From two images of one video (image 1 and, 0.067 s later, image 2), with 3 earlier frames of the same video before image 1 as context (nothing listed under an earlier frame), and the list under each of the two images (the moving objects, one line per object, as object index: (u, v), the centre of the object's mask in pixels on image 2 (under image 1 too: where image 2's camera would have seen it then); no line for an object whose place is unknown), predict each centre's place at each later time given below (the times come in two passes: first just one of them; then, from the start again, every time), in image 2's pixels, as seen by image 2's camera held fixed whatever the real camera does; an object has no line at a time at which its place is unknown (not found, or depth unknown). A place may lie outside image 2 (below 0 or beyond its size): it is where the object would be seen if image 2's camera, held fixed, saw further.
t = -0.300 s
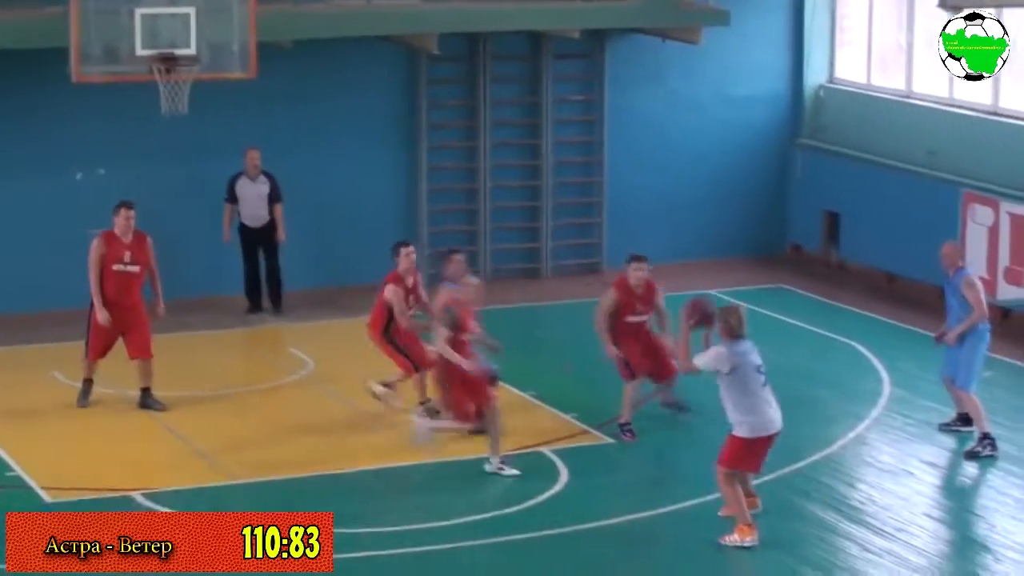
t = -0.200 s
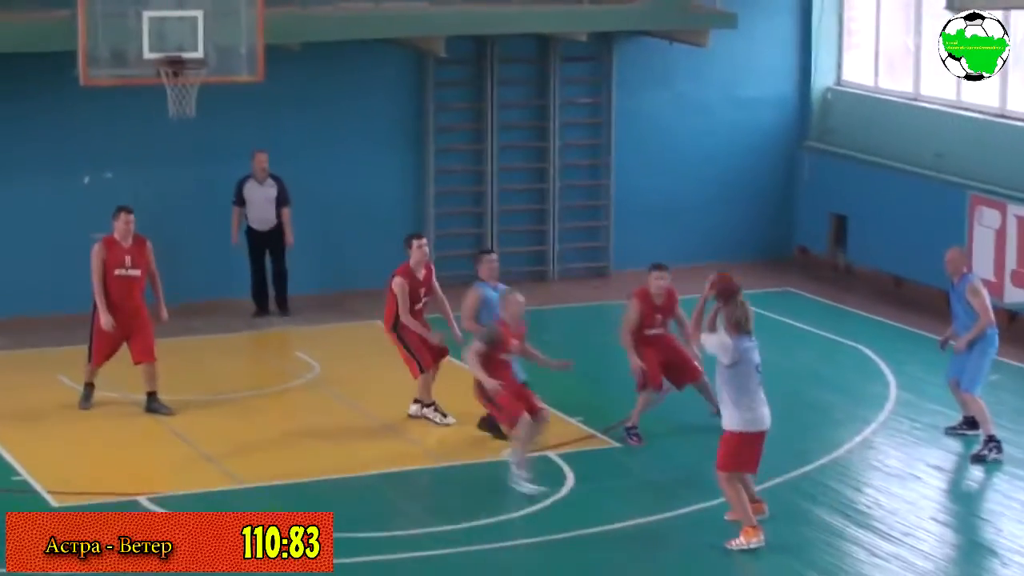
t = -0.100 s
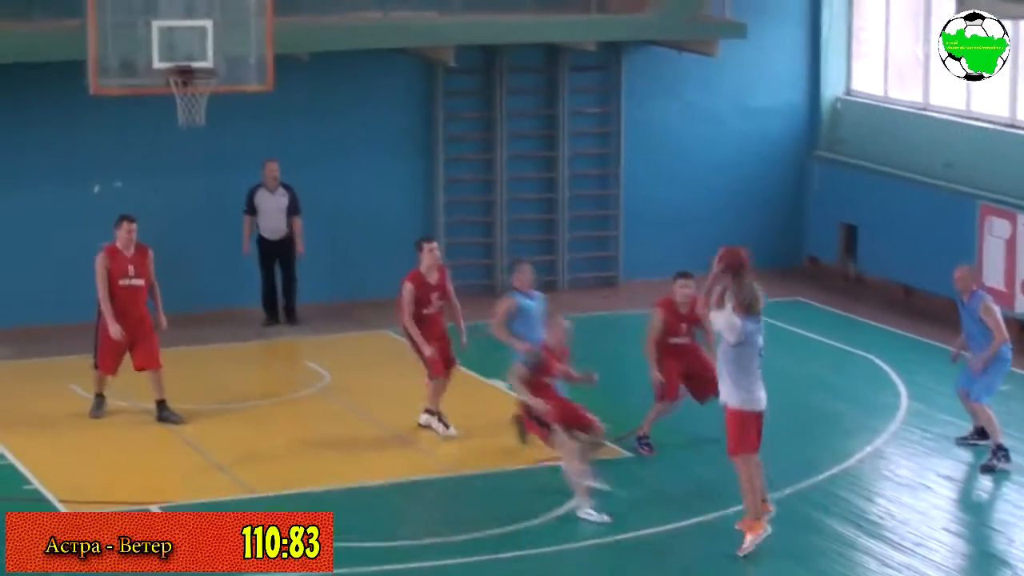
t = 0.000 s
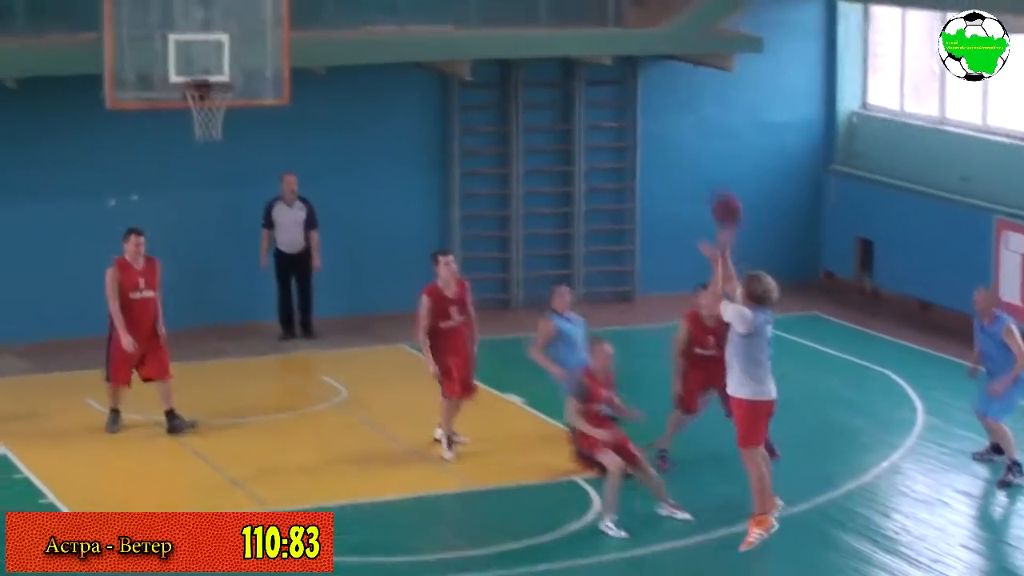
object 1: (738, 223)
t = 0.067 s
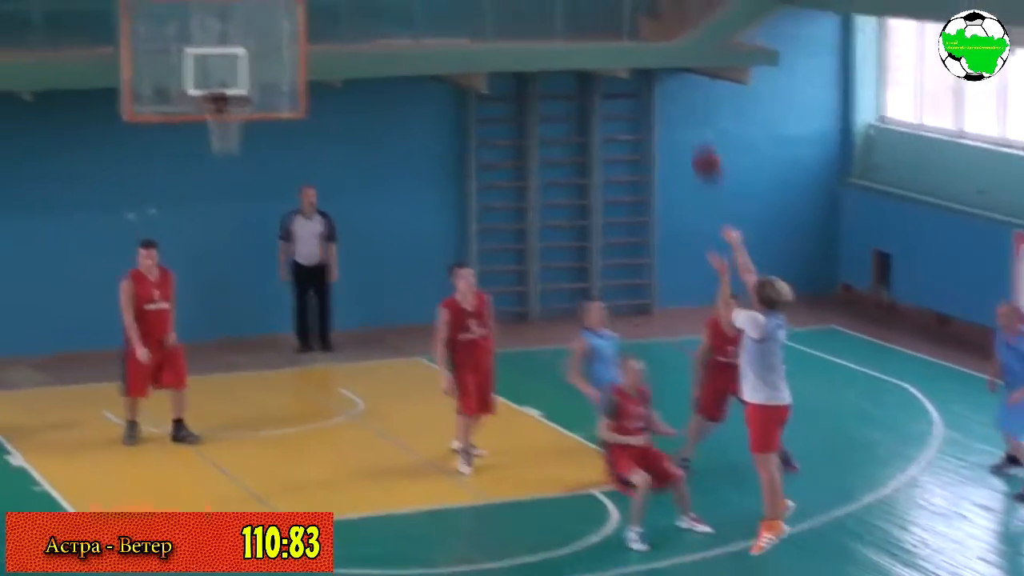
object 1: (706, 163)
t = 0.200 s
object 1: (641, 73)
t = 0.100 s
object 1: (689, 138)
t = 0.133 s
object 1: (670, 112)
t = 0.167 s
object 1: (656, 91)
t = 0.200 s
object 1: (641, 73)
